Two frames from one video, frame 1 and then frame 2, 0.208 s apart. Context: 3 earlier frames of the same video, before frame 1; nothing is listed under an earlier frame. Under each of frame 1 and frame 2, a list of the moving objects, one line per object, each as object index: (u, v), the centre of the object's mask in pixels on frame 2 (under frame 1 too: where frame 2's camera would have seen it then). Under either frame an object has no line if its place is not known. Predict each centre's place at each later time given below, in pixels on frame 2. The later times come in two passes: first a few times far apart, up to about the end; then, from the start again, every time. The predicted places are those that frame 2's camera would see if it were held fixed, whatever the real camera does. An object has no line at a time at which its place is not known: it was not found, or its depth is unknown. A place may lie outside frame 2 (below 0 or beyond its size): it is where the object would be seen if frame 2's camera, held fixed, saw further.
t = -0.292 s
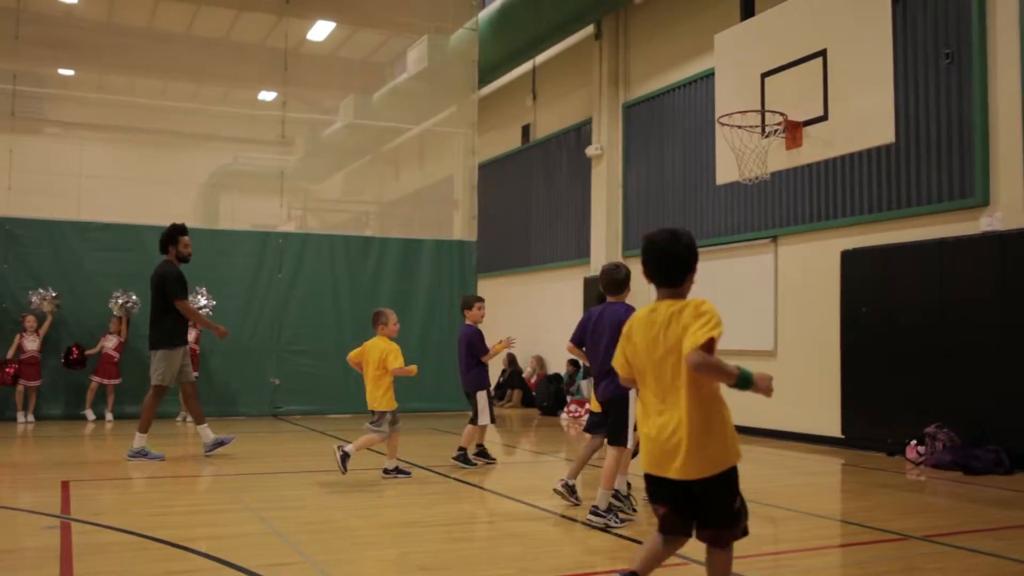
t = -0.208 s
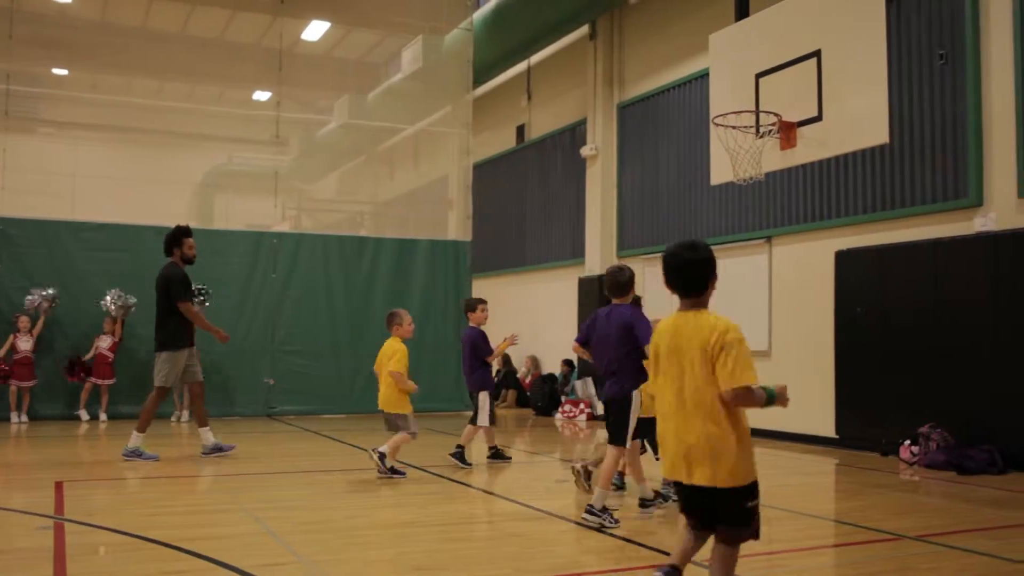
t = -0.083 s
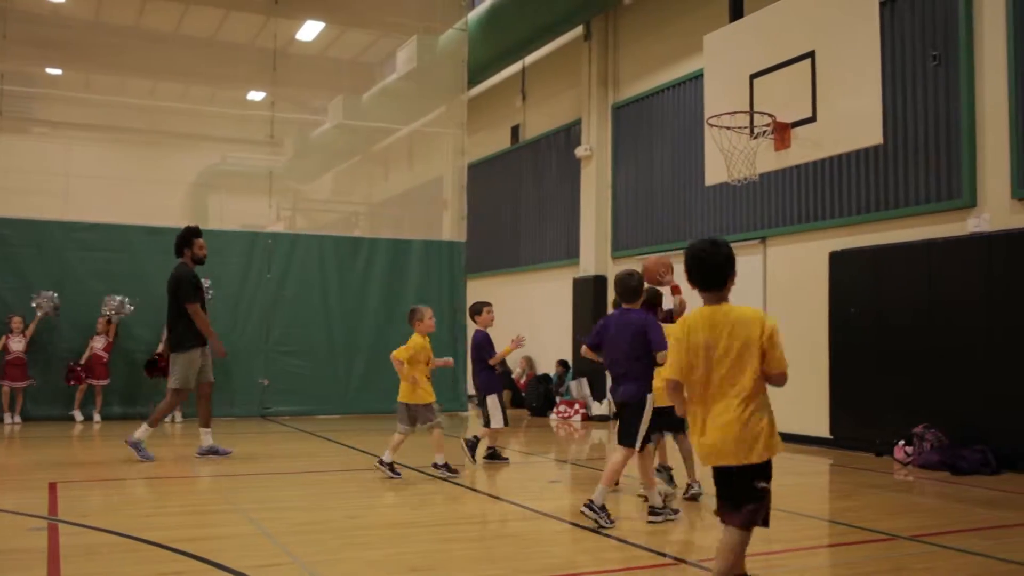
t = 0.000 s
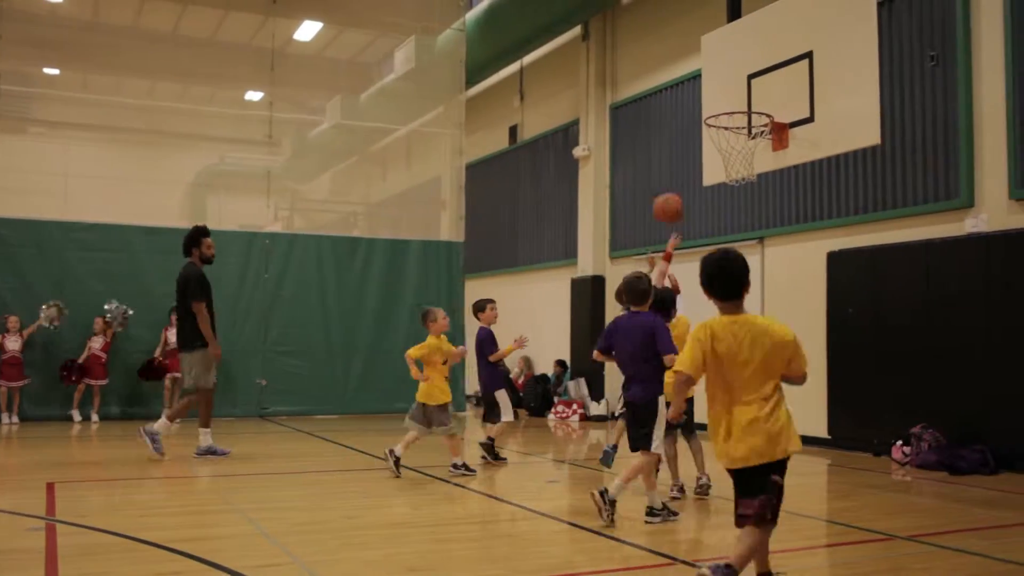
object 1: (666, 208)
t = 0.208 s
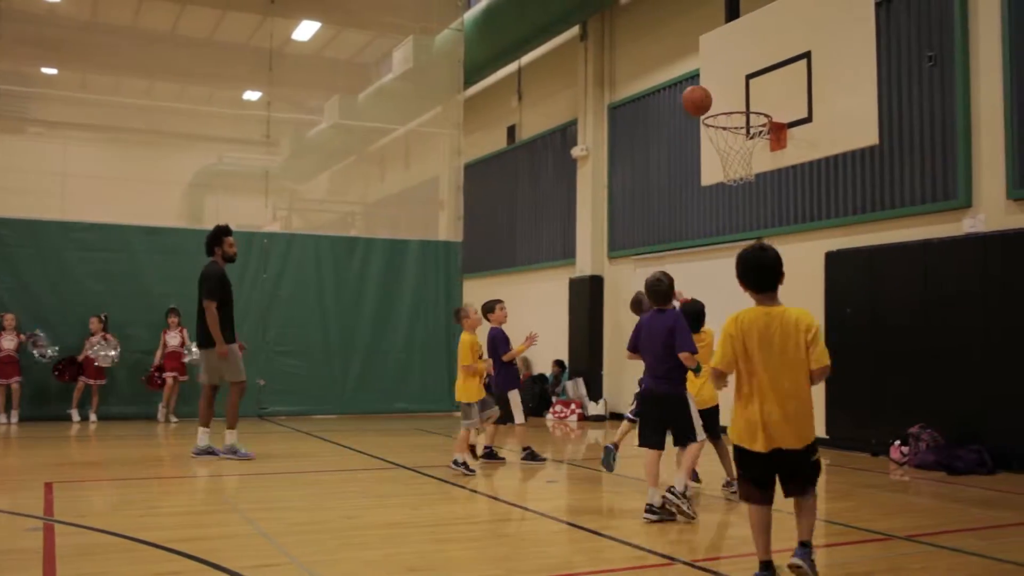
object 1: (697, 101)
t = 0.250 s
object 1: (694, 92)
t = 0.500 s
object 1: (677, 87)
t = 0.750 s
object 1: (658, 177)
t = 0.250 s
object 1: (694, 92)
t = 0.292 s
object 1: (691, 86)
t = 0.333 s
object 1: (688, 81)
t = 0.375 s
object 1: (685, 79)
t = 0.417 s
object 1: (682, 79)
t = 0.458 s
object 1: (679, 82)
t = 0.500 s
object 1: (677, 87)
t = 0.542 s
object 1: (673, 95)
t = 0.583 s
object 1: (671, 106)
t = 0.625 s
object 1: (668, 120)
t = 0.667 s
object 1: (665, 136)
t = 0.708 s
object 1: (661, 155)
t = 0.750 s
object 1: (658, 177)
